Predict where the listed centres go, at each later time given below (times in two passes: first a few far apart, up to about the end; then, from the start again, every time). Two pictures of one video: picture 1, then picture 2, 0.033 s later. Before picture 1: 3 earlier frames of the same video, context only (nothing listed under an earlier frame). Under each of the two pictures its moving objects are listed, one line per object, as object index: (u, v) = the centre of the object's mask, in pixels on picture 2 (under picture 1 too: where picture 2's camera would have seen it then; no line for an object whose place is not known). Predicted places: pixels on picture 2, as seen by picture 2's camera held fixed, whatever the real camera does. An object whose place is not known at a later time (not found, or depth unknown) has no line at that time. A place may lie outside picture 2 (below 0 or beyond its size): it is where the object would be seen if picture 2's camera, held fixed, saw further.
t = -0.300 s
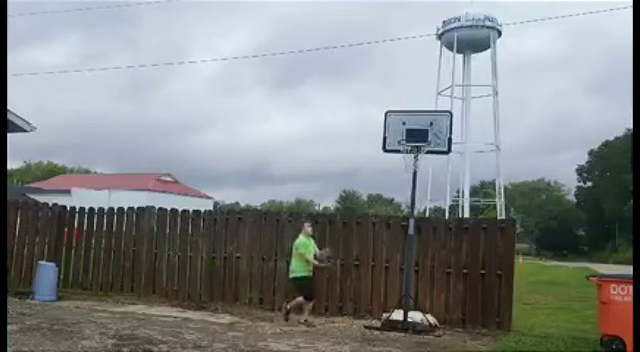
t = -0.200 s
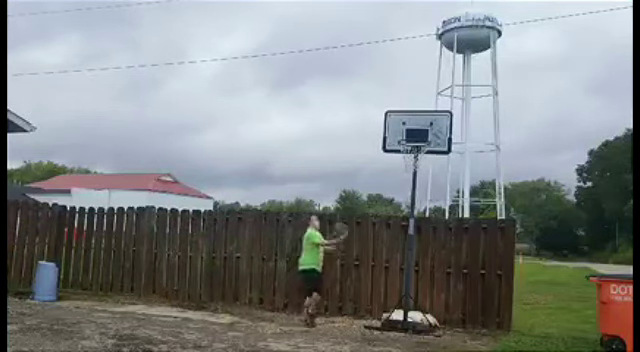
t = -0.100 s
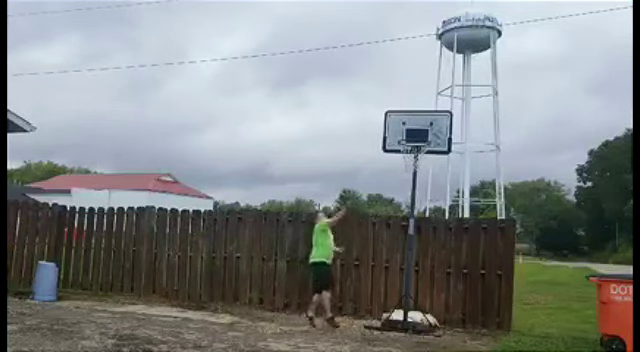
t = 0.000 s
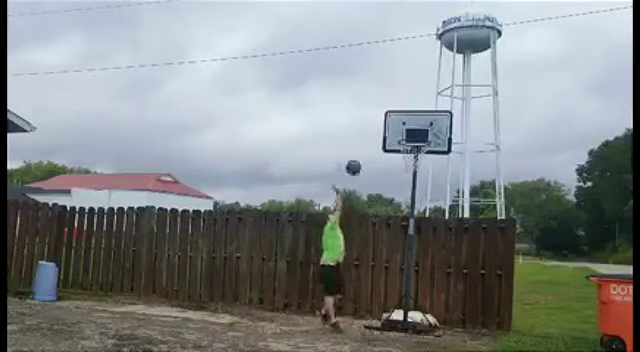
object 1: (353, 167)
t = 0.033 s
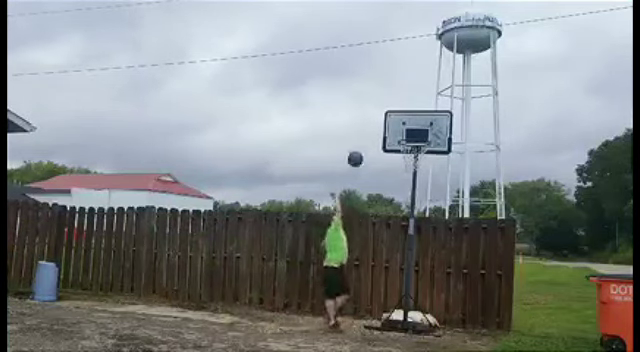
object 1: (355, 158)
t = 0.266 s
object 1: (368, 122)
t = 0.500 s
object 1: (380, 119)
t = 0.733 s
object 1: (392, 151)
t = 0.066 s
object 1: (357, 151)
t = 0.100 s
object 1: (359, 145)
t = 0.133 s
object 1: (361, 139)
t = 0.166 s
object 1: (363, 134)
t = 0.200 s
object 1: (365, 129)
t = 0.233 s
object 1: (366, 125)
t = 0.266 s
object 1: (368, 122)
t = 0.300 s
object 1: (370, 120)
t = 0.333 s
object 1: (372, 118)
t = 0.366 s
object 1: (374, 117)
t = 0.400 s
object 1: (375, 117)
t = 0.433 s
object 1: (377, 117)
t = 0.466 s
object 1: (378, 118)
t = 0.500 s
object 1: (380, 119)
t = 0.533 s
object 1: (382, 122)
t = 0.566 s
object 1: (384, 125)
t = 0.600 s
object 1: (385, 129)
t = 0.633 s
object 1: (387, 133)
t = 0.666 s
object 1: (389, 139)
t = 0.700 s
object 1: (390, 142)
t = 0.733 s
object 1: (392, 151)
